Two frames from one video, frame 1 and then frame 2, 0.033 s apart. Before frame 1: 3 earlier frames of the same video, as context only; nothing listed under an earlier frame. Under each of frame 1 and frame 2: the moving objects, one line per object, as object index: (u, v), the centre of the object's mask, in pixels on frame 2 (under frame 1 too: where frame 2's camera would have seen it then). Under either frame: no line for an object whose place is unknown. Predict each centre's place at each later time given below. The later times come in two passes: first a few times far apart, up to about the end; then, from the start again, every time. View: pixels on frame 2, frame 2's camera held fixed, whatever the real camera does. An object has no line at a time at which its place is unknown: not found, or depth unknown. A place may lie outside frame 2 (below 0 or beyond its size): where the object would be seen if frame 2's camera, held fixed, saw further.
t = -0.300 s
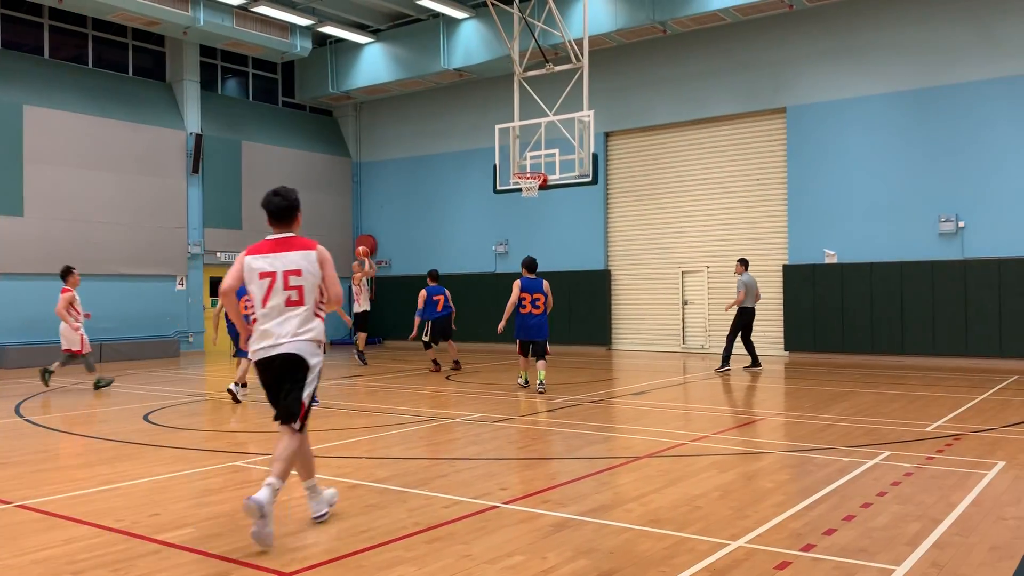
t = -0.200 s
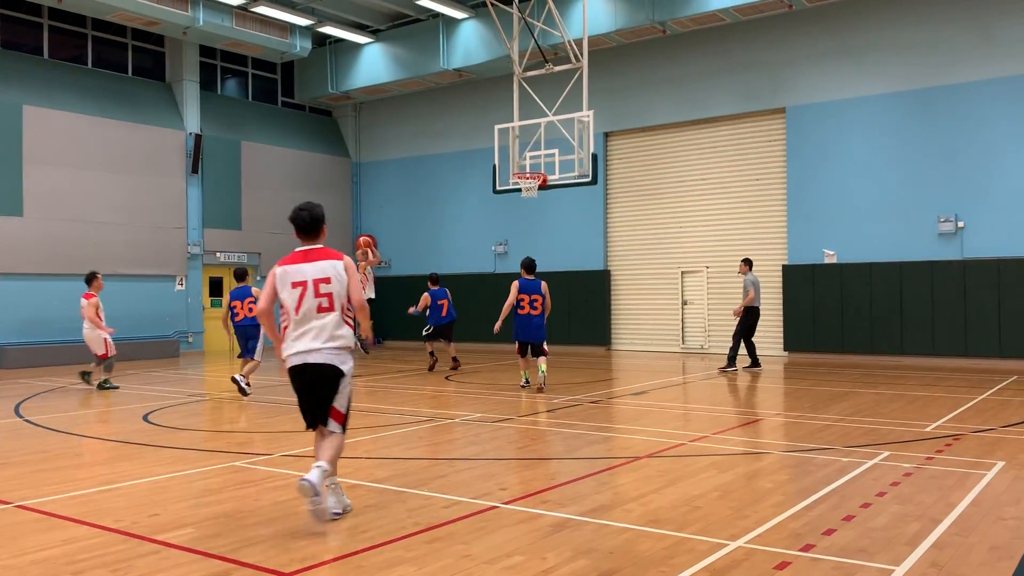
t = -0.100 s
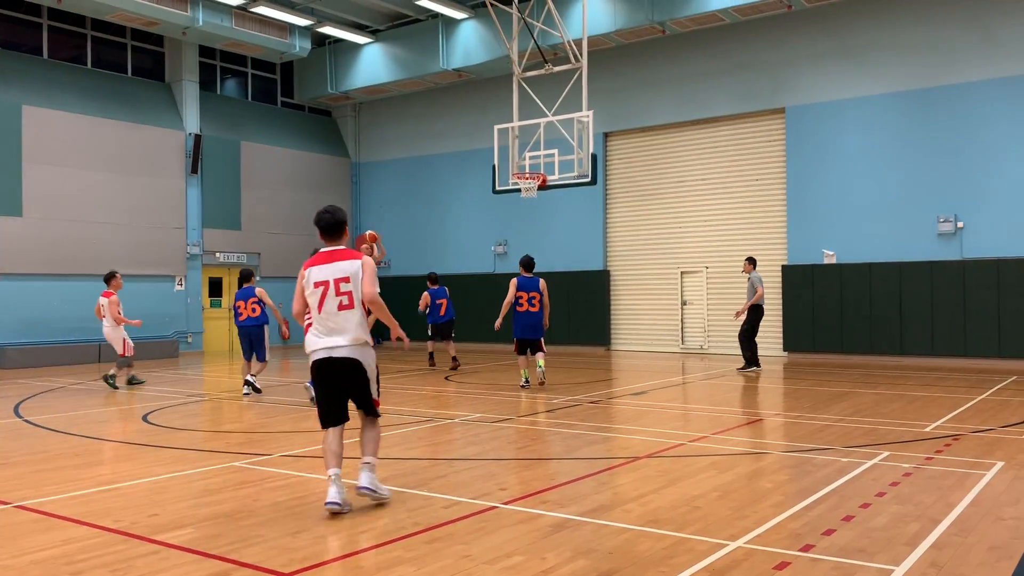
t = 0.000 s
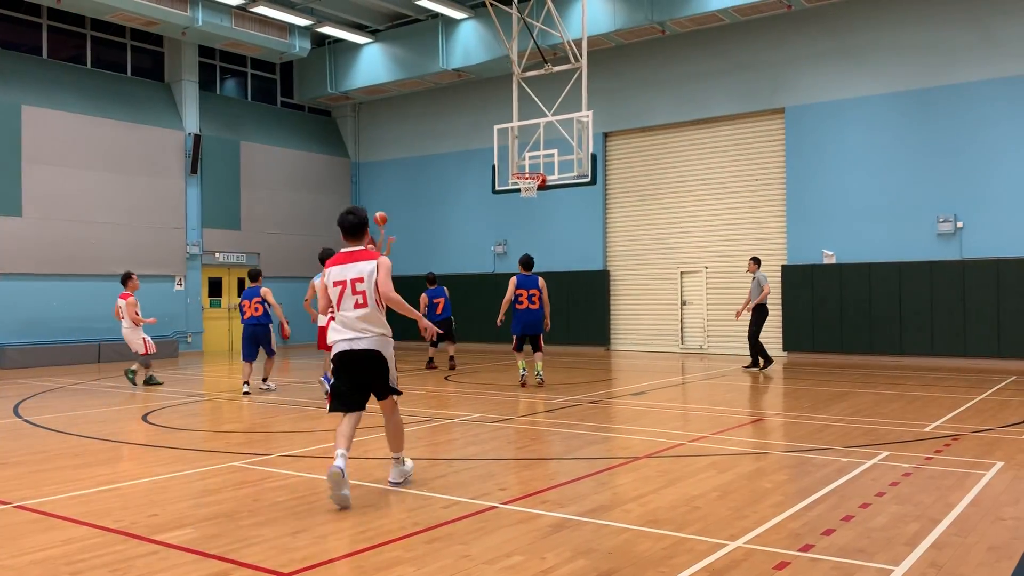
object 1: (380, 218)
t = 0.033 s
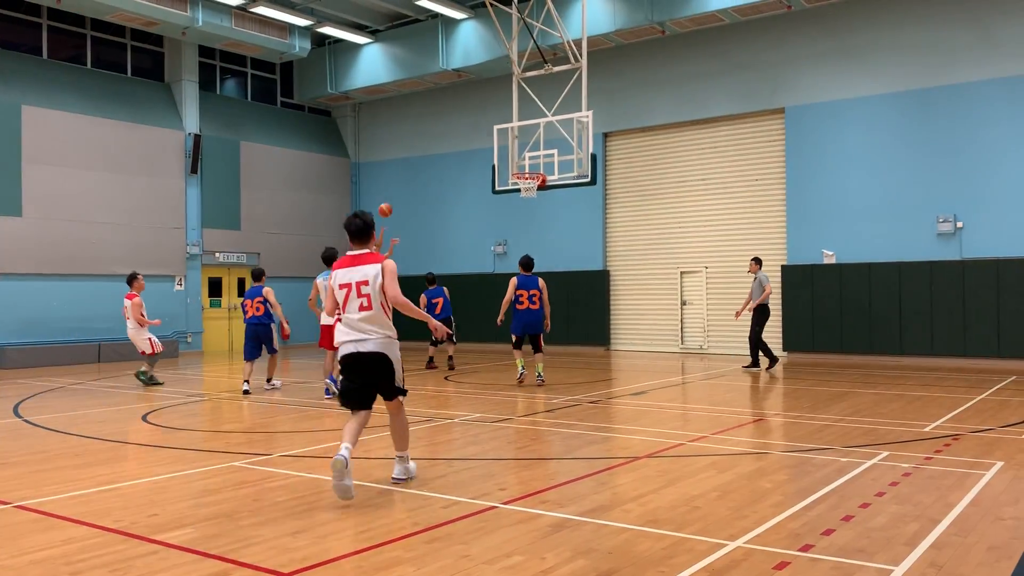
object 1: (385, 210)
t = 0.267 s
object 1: (421, 164)
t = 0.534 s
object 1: (465, 149)
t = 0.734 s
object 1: (501, 165)
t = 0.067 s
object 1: (390, 202)
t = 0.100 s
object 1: (395, 194)
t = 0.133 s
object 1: (400, 187)
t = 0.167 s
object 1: (405, 180)
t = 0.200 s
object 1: (410, 174)
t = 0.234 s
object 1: (416, 169)
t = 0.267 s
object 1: (421, 164)
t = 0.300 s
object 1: (426, 160)
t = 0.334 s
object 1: (431, 157)
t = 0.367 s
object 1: (437, 154)
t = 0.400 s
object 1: (442, 152)
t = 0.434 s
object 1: (448, 150)
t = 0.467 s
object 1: (453, 149)
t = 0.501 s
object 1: (459, 148)
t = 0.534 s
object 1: (465, 149)
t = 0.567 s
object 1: (470, 150)
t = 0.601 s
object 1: (476, 151)
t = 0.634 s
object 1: (482, 153)
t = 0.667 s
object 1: (488, 157)
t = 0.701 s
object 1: (495, 160)
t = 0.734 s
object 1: (501, 165)
